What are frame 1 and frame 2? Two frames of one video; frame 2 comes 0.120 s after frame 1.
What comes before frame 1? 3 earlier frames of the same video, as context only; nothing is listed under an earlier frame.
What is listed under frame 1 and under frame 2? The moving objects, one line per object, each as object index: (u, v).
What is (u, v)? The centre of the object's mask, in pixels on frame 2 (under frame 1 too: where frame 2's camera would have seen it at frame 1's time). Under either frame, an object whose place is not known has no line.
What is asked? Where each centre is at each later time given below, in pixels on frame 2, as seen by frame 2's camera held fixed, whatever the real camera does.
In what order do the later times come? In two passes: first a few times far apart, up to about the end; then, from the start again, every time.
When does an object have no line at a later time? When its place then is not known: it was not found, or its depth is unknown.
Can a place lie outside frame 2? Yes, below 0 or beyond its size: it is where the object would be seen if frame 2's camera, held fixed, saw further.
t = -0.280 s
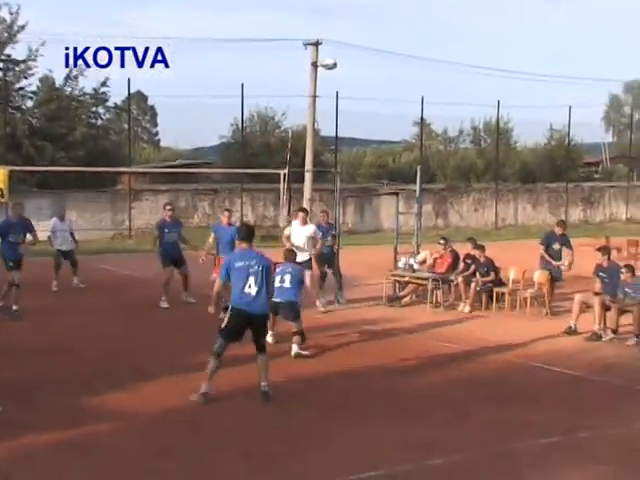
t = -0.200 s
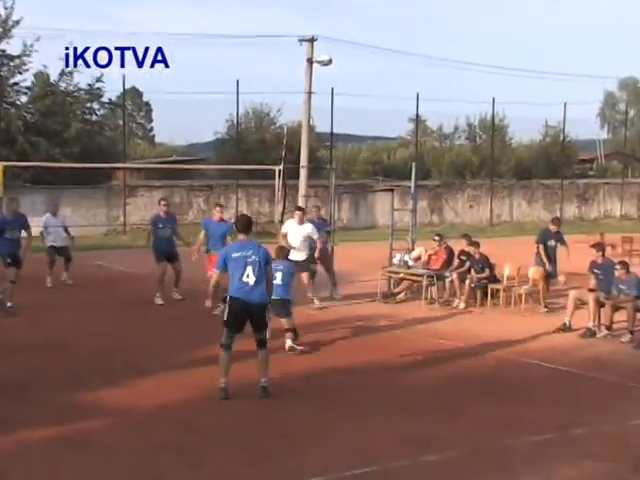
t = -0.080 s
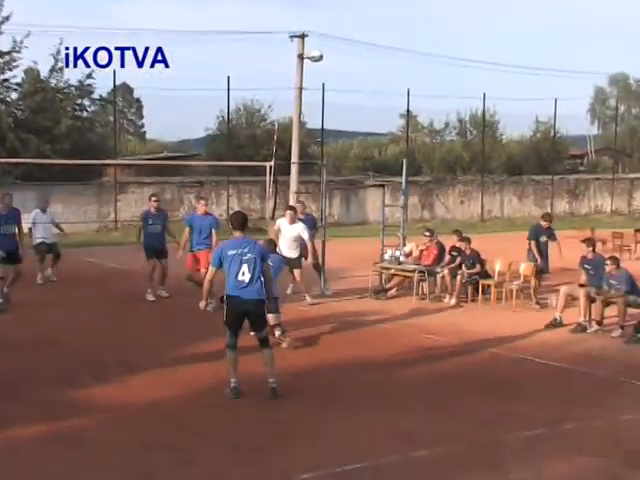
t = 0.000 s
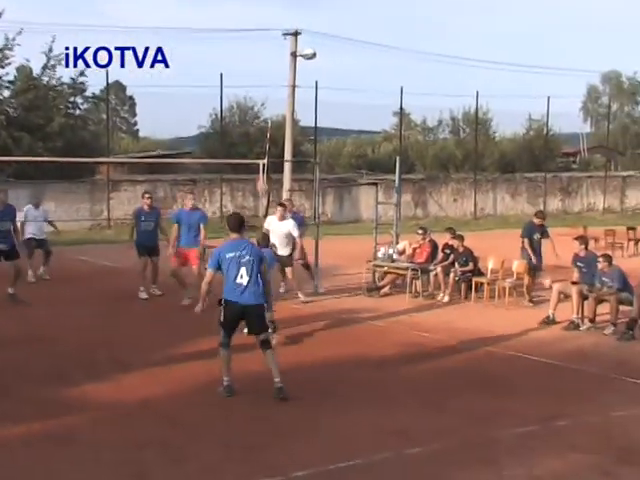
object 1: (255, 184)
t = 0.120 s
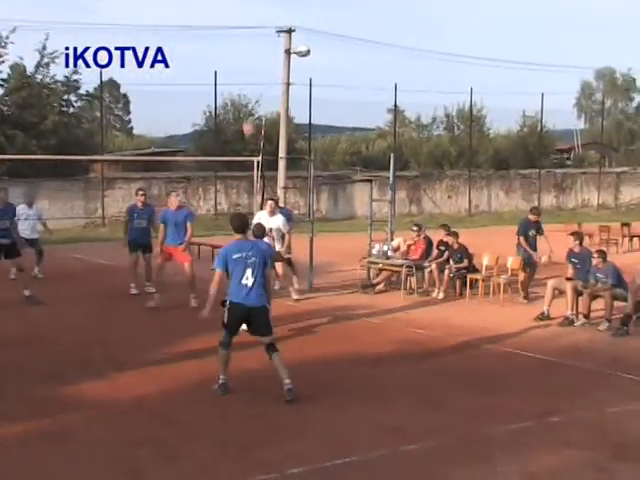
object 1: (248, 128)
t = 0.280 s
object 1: (240, 72)
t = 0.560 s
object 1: (224, 16)
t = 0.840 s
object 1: (207, 13)
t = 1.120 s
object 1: (192, 62)
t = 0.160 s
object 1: (247, 113)
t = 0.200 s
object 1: (246, 98)
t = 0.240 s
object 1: (243, 84)
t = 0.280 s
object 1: (240, 72)
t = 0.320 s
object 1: (238, 61)
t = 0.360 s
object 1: (236, 50)
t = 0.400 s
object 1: (233, 42)
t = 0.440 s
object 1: (231, 34)
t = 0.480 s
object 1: (229, 27)
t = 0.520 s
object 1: (226, 21)
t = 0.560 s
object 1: (224, 16)
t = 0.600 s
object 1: (221, 13)
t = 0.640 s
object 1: (219, 11)
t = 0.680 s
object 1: (217, 9)
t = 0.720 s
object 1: (214, 9)
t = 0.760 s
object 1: (212, 9)
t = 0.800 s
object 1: (210, 11)
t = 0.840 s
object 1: (207, 13)
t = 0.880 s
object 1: (205, 17)
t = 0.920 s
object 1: (203, 22)
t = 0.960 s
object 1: (200, 28)
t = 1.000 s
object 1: (198, 36)
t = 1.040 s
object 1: (196, 43)
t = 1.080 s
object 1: (195, 52)
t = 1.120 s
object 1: (192, 62)
